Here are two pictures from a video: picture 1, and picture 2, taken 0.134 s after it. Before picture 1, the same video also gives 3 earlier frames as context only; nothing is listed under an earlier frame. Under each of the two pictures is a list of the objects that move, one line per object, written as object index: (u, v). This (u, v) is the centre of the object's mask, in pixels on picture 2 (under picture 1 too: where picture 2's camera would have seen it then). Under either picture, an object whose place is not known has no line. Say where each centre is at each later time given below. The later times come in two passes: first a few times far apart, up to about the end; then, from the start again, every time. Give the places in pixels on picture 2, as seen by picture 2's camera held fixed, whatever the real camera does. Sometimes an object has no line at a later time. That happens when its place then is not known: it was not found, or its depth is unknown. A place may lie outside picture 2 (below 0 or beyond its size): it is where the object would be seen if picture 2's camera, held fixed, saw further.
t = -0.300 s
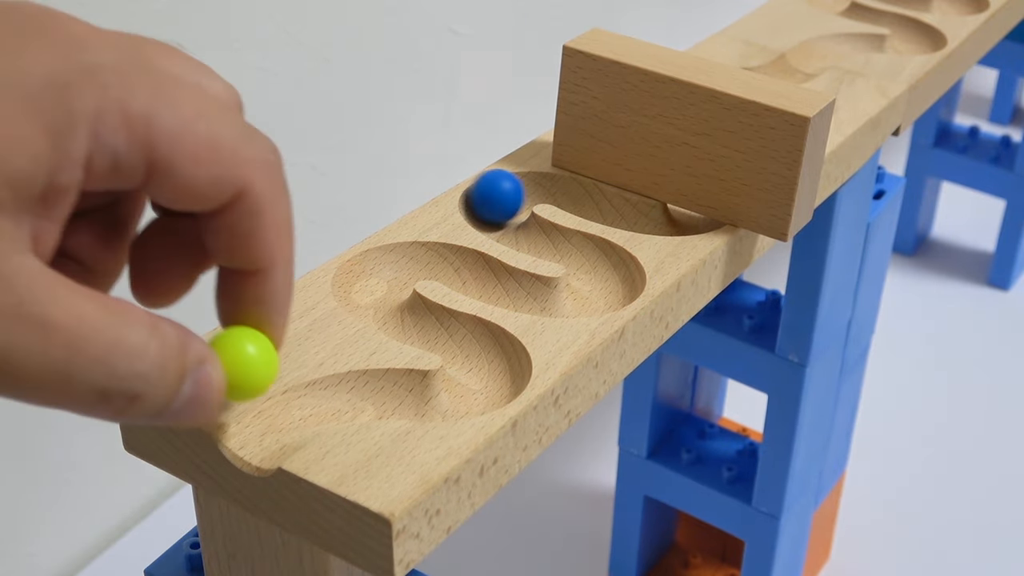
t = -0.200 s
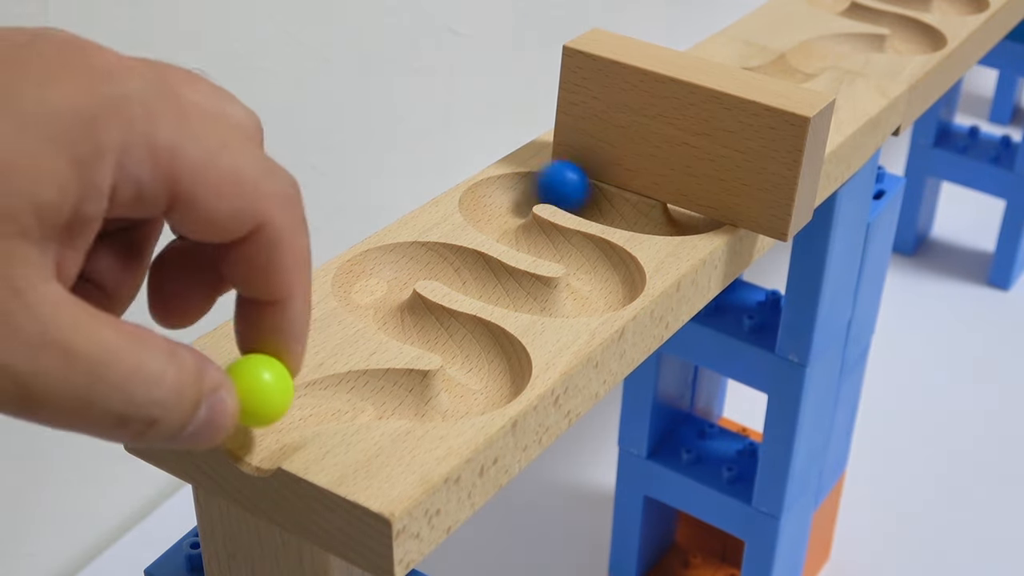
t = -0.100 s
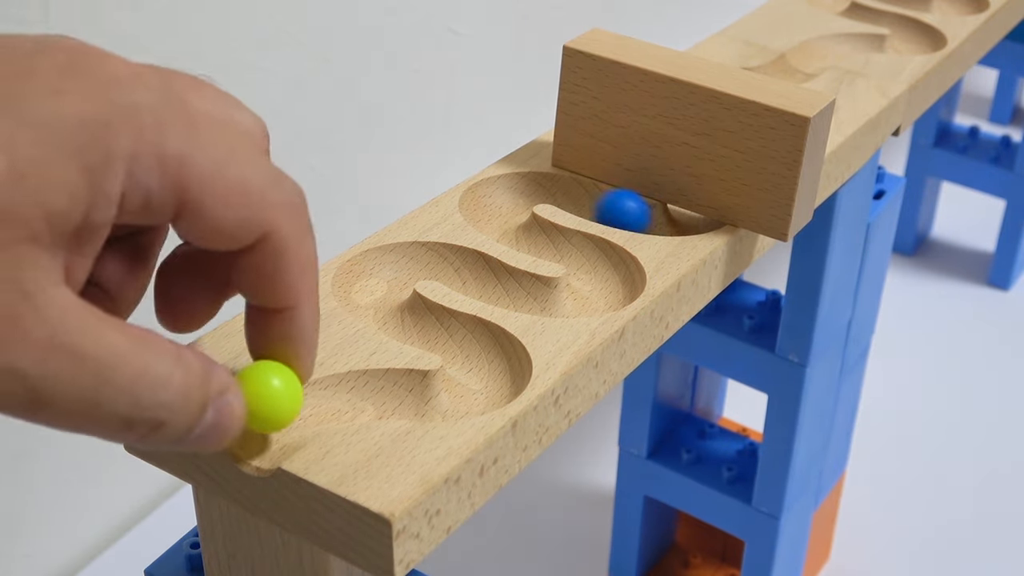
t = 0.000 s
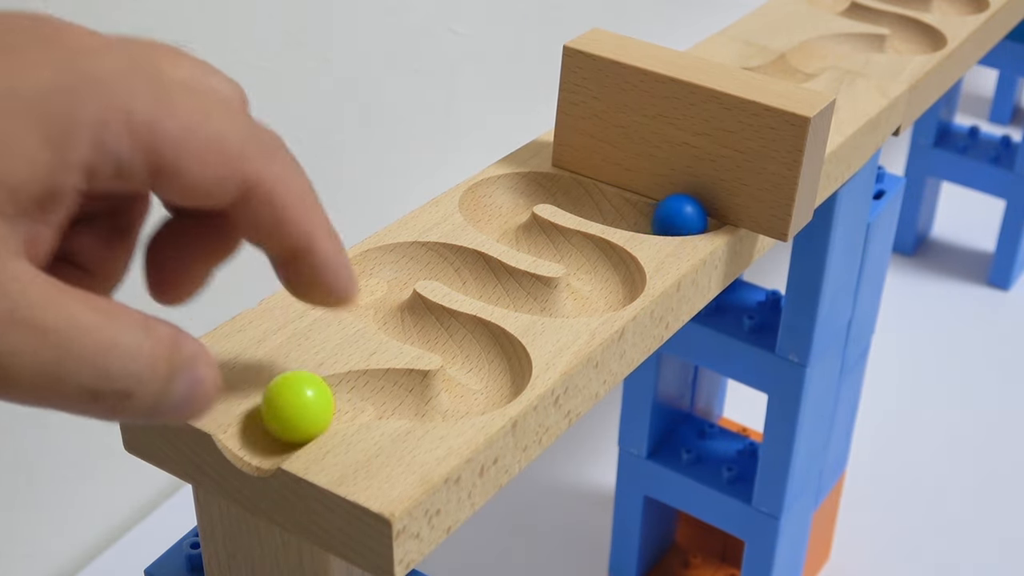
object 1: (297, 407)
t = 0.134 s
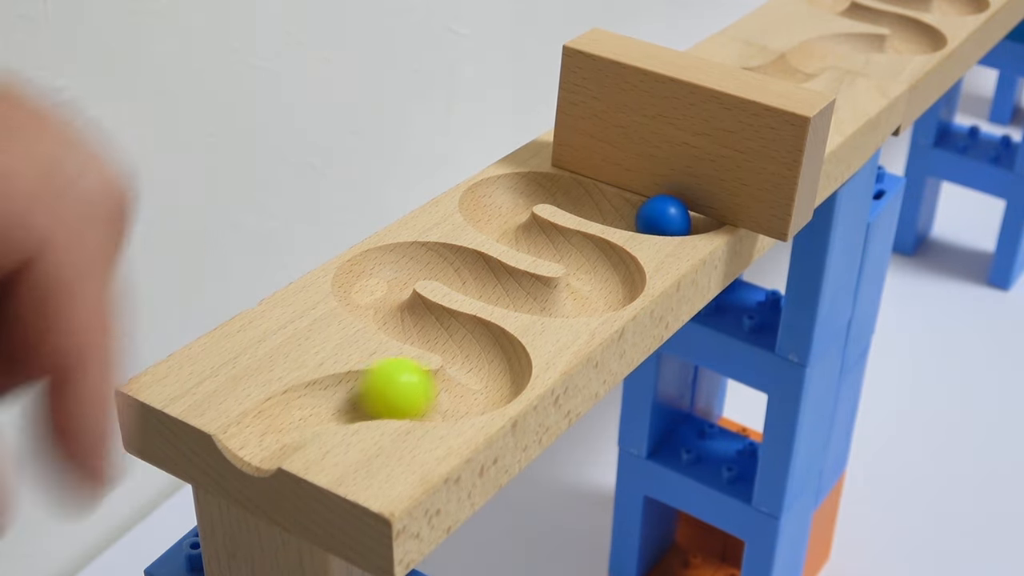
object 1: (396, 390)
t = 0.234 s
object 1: (493, 374)
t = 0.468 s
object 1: (391, 305)
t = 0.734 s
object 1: (491, 279)
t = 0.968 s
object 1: (592, 252)
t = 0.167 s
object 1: (439, 391)
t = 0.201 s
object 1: (480, 383)
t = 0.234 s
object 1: (493, 374)
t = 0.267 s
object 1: (486, 363)
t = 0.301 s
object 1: (482, 342)
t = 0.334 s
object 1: (466, 330)
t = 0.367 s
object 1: (439, 329)
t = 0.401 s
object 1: (418, 323)
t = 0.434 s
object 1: (406, 316)
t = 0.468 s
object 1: (391, 305)
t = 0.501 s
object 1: (372, 296)
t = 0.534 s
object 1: (365, 285)
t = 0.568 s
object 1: (377, 277)
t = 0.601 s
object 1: (395, 266)
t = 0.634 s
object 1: (415, 255)
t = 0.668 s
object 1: (441, 258)
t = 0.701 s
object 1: (469, 268)
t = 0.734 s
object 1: (491, 279)
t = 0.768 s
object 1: (512, 288)
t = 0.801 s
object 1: (539, 293)
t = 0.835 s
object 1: (568, 295)
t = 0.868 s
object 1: (599, 290)
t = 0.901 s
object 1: (611, 282)
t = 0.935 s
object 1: (607, 270)
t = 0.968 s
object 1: (592, 252)
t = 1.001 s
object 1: (567, 241)
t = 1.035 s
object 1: (537, 236)
